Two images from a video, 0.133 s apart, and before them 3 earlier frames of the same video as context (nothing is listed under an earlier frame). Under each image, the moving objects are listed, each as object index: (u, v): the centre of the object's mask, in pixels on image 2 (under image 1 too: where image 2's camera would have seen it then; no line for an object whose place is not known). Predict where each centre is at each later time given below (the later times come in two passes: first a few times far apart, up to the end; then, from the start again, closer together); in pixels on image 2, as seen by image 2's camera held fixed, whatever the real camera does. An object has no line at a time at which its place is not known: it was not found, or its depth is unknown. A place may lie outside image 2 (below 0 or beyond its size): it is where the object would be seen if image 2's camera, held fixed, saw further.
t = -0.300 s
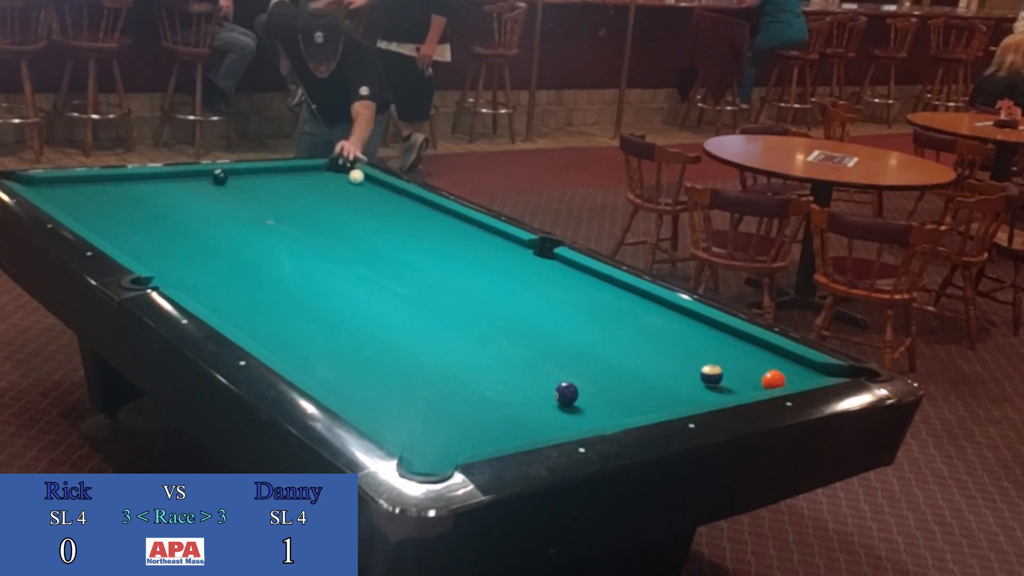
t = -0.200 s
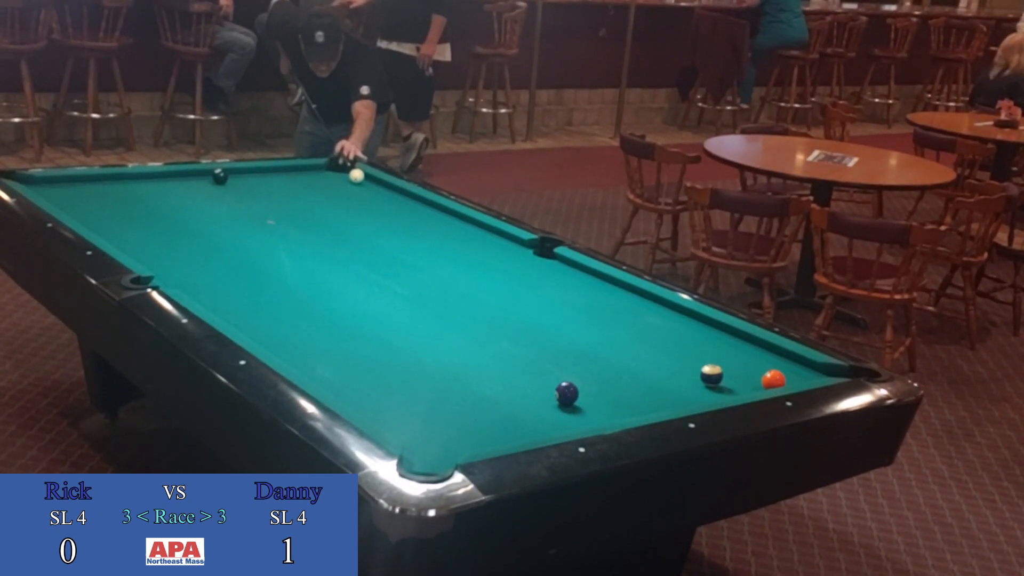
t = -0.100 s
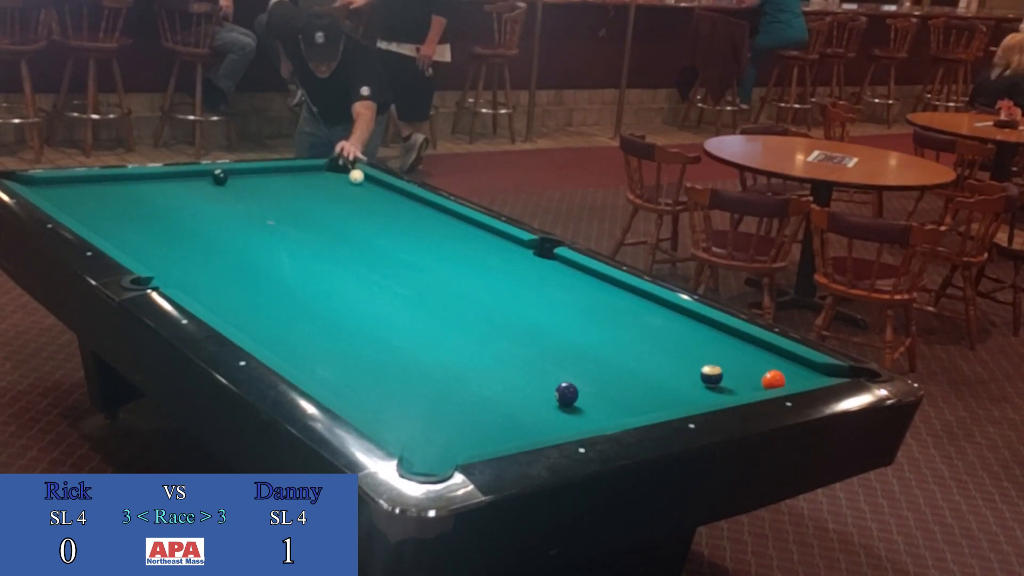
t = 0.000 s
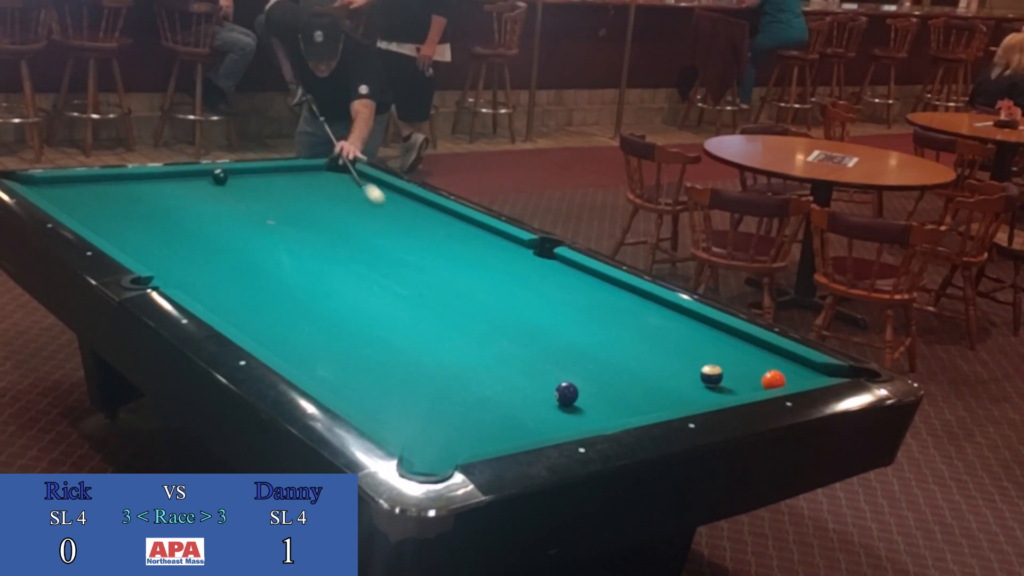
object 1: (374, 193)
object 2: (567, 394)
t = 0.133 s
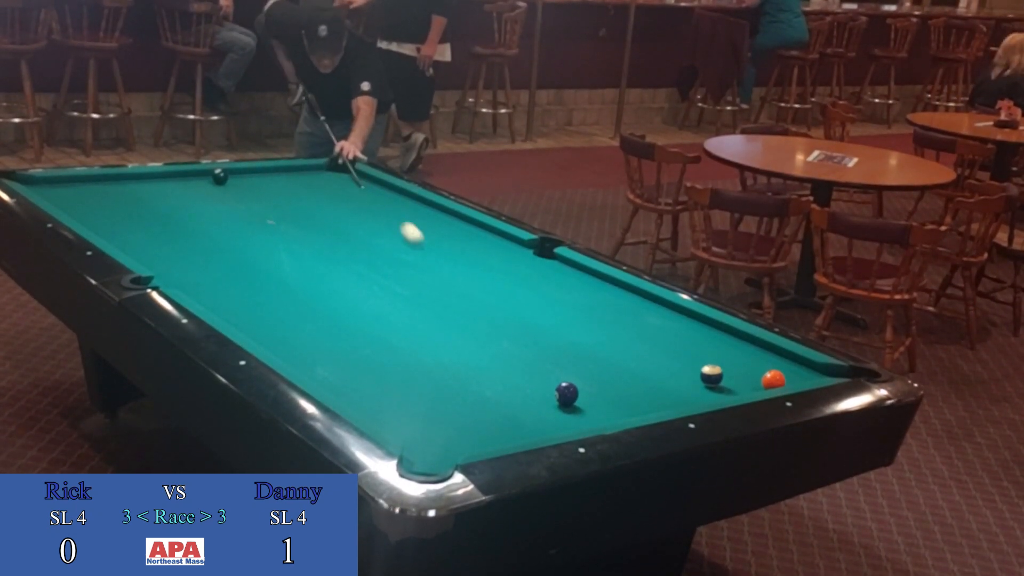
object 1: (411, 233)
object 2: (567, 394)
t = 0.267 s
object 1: (454, 278)
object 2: (567, 394)
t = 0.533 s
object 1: (552, 383)
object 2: (568, 395)
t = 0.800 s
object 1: (536, 382)
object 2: (507, 402)
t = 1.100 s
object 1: (513, 359)
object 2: (388, 397)
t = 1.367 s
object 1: (496, 343)
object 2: (352, 386)
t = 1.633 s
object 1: (481, 328)
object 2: (375, 368)
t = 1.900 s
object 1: (467, 314)
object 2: (395, 353)
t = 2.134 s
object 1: (456, 304)
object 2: (411, 341)
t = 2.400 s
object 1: (444, 293)
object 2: (426, 329)
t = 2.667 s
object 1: (434, 283)
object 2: (441, 318)
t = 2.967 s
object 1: (423, 274)
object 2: (455, 308)
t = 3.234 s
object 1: (415, 266)
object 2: (466, 299)
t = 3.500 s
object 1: (407, 259)
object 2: (477, 292)
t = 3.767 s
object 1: (400, 252)
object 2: (486, 285)
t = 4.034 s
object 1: (395, 247)
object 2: (494, 279)
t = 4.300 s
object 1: (389, 242)
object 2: (501, 274)
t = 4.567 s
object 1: (385, 237)
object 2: (507, 269)
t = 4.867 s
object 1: (379, 233)
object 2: (513, 265)
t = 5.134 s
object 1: (375, 230)
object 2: (517, 262)
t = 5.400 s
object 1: (371, 228)
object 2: (521, 258)
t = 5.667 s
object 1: (368, 226)
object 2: (524, 256)
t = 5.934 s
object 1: (365, 224)
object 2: (527, 254)
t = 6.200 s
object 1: (363, 223)
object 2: (529, 252)
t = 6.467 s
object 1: (362, 222)
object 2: (530, 251)
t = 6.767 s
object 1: (363, 222)
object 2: (530, 251)
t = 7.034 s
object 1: (363, 222)
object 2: (530, 251)
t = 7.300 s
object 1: (363, 222)
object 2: (530, 251)
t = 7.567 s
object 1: (363, 222)
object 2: (530, 251)
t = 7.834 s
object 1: (363, 222)
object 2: (530, 250)
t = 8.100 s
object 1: (363, 222)
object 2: (530, 250)
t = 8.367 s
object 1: (363, 222)
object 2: (530, 250)
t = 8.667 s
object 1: (363, 223)
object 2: (530, 250)
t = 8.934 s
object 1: (363, 222)
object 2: (530, 250)
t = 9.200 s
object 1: (363, 222)
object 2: (530, 250)
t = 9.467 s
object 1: (363, 222)
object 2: (530, 250)
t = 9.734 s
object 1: (363, 222)
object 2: (530, 250)
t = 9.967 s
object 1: (363, 222)
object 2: (530, 250)
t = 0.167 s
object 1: (422, 244)
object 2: (567, 394)
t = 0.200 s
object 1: (432, 255)
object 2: (567, 394)
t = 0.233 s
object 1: (443, 266)
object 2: (567, 394)
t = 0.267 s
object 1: (454, 278)
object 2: (567, 394)
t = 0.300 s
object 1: (466, 290)
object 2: (567, 394)
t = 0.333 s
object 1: (478, 303)
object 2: (566, 394)
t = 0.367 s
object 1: (491, 317)
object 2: (567, 394)
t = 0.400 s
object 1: (503, 329)
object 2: (567, 394)
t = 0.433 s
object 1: (516, 342)
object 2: (567, 394)
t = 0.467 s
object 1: (530, 358)
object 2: (567, 394)
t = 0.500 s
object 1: (544, 372)
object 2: (566, 394)
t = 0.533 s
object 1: (552, 383)
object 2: (568, 395)
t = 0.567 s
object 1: (551, 385)
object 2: (588, 411)
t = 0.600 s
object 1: (549, 387)
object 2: (599, 417)
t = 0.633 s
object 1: (547, 388)
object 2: (583, 415)
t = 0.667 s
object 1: (545, 389)
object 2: (564, 410)
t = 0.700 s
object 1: (544, 387)
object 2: (548, 404)
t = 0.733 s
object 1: (542, 385)
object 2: (536, 402)
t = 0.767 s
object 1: (538, 385)
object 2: (520, 403)
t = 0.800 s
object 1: (536, 382)
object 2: (507, 402)
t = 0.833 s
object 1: (533, 379)
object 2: (494, 401)
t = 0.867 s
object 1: (530, 376)
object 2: (480, 401)
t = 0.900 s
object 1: (528, 373)
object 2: (467, 400)
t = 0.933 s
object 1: (525, 371)
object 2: (454, 400)
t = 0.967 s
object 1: (523, 369)
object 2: (441, 399)
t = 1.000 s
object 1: (521, 367)
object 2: (428, 398)
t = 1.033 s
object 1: (518, 364)
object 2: (414, 398)
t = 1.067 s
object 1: (516, 362)
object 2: (401, 398)
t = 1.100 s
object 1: (513, 359)
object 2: (388, 397)
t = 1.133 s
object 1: (511, 358)
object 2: (375, 397)
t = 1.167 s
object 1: (509, 355)
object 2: (362, 397)
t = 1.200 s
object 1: (507, 353)
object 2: (349, 394)
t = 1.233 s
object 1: (504, 351)
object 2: (342, 392)
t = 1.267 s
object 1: (502, 349)
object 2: (344, 391)
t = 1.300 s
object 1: (501, 347)
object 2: (347, 390)
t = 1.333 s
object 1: (498, 345)
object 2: (349, 388)
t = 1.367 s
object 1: (496, 343)
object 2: (352, 386)
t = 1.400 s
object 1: (494, 341)
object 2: (355, 384)
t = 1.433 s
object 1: (492, 339)
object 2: (358, 381)
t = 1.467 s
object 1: (490, 337)
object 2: (361, 379)
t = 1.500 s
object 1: (488, 335)
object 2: (364, 377)
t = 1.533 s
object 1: (487, 333)
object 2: (367, 375)
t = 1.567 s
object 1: (484, 331)
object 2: (370, 372)
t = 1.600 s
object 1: (483, 330)
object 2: (372, 370)
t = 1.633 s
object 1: (481, 328)
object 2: (375, 368)
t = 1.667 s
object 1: (479, 326)
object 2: (378, 367)
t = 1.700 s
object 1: (477, 324)
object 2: (380, 364)
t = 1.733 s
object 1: (475, 323)
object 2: (383, 362)
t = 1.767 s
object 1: (474, 321)
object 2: (385, 361)
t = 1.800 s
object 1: (472, 319)
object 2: (388, 359)
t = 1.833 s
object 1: (470, 318)
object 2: (390, 357)
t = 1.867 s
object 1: (468, 316)
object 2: (393, 355)
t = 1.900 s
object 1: (467, 314)
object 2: (395, 353)
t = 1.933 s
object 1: (465, 313)
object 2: (397, 351)
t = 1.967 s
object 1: (464, 311)
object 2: (399, 350)
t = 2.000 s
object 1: (462, 310)
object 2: (402, 348)
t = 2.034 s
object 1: (461, 308)
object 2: (404, 346)
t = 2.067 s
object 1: (459, 307)
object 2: (406, 345)
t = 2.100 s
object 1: (457, 305)
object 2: (408, 343)
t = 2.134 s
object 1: (456, 304)
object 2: (411, 341)
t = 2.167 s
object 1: (455, 302)
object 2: (413, 340)
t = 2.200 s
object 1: (453, 301)
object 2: (415, 338)
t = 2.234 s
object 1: (451, 300)
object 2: (417, 337)
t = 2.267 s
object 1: (450, 298)
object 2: (419, 335)
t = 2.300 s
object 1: (449, 297)
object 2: (421, 334)
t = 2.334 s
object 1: (447, 296)
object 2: (423, 332)
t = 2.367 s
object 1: (446, 294)
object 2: (425, 331)
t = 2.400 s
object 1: (444, 293)
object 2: (426, 329)
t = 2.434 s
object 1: (443, 292)
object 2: (428, 328)
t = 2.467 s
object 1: (442, 290)
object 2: (430, 327)
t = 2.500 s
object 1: (440, 289)
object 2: (432, 326)
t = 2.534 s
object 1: (439, 288)
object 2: (434, 324)
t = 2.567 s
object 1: (438, 287)
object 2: (436, 323)
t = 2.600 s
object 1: (436, 286)
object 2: (437, 321)
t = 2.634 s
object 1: (435, 284)
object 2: (439, 320)
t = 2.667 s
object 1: (434, 283)
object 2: (441, 318)
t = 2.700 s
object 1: (433, 282)
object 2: (442, 317)
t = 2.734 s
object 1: (431, 281)
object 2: (444, 316)
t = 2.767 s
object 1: (430, 280)
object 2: (446, 315)
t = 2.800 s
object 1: (429, 279)
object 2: (447, 314)
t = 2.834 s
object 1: (428, 278)
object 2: (449, 313)
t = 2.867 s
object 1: (427, 277)
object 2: (451, 311)
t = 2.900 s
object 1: (425, 276)
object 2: (452, 310)
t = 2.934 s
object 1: (424, 275)
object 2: (454, 309)
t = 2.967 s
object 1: (423, 274)
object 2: (455, 308)
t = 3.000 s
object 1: (422, 272)
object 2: (457, 307)
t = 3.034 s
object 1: (421, 271)
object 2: (458, 306)
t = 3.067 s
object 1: (420, 271)
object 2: (460, 305)
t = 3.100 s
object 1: (419, 270)
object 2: (461, 304)
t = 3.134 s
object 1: (418, 269)
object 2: (462, 303)
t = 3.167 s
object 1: (417, 268)
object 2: (463, 302)
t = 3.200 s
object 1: (416, 267)
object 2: (465, 301)
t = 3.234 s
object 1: (415, 266)
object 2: (466, 299)
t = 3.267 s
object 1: (414, 265)
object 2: (467, 298)
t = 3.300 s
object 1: (413, 264)
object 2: (469, 297)
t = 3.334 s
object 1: (412, 263)
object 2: (470, 297)
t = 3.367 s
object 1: (411, 262)
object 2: (471, 296)
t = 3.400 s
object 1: (410, 261)
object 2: (473, 295)
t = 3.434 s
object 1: (409, 260)
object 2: (474, 294)
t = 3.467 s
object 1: (408, 259)
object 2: (475, 293)
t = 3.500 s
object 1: (407, 259)
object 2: (477, 292)
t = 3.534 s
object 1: (406, 258)
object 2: (478, 291)
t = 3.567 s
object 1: (405, 257)
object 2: (479, 290)
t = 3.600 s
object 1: (405, 256)
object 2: (480, 290)
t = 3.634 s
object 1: (404, 256)
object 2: (481, 289)
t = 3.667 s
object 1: (403, 255)
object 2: (482, 288)
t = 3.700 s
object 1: (402, 254)
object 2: (483, 287)
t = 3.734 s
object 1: (401, 253)
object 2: (484, 286)
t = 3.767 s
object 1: (400, 252)
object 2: (486, 285)
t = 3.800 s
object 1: (400, 252)
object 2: (487, 284)
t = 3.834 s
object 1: (399, 251)
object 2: (488, 284)
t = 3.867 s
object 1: (398, 250)
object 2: (489, 283)
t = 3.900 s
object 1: (398, 250)
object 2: (490, 282)
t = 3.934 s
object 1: (397, 249)
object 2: (491, 282)
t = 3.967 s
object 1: (396, 248)
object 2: (492, 281)
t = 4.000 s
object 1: (395, 248)
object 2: (493, 280)
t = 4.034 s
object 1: (395, 247)
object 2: (494, 279)
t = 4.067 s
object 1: (394, 246)
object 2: (495, 279)
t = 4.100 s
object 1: (393, 245)
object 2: (496, 278)
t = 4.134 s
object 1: (392, 245)
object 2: (497, 277)
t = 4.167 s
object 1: (392, 244)
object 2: (498, 277)
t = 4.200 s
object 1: (391, 244)
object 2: (498, 276)
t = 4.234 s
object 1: (390, 243)
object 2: (499, 276)
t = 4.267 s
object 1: (390, 243)
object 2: (500, 275)
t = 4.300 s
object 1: (389, 242)
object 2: (501, 274)
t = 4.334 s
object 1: (389, 241)
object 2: (502, 273)
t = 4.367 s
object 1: (388, 241)
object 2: (502, 273)
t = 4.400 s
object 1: (387, 240)
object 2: (503, 272)
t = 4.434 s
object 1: (387, 240)
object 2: (504, 271)
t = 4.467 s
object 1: (386, 239)
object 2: (505, 271)
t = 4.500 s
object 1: (386, 239)
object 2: (506, 270)
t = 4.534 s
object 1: (385, 238)
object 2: (506, 270)
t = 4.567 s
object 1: (385, 237)
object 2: (507, 269)
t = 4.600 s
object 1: (384, 237)
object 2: (508, 269)
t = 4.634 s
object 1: (383, 236)
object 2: (509, 268)
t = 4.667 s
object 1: (383, 236)
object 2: (509, 268)
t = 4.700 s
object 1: (382, 236)
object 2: (510, 267)
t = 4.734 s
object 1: (382, 235)
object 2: (510, 267)
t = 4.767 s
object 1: (381, 235)
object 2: (511, 267)
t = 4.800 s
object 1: (380, 235)
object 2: (512, 266)
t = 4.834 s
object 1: (380, 234)
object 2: (513, 265)
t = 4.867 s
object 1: (379, 233)
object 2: (513, 265)
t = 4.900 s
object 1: (379, 233)
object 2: (514, 264)
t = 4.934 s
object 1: (378, 233)
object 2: (514, 264)
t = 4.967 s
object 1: (378, 232)
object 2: (515, 264)
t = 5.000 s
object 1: (377, 232)
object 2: (516, 263)
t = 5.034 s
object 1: (377, 231)
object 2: (516, 263)
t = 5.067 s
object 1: (376, 231)
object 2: (517, 262)
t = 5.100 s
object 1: (376, 230)
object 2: (517, 262)
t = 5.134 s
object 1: (375, 230)
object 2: (517, 262)
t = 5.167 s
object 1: (375, 230)
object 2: (518, 261)
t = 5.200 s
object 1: (374, 229)
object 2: (518, 261)
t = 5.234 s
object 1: (374, 229)
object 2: (519, 260)
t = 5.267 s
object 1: (373, 229)
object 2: (519, 260)
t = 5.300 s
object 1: (373, 229)
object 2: (520, 259)
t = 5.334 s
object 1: (372, 228)
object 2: (520, 259)
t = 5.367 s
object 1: (372, 228)
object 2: (521, 259)
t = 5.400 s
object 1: (371, 228)
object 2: (521, 258)
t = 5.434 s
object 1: (371, 227)
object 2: (522, 258)
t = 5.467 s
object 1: (370, 227)
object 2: (522, 258)
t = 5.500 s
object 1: (370, 227)
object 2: (522, 257)
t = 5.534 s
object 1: (369, 227)
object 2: (523, 257)
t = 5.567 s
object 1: (369, 226)
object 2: (523, 257)
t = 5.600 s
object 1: (369, 226)
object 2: (523, 257)
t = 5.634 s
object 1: (368, 226)
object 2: (524, 256)
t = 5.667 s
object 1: (368, 226)
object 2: (524, 256)
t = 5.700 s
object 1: (367, 226)
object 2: (525, 256)
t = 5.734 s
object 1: (367, 225)
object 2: (525, 255)
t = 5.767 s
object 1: (366, 225)
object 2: (526, 255)
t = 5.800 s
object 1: (366, 225)
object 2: (526, 255)
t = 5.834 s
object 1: (366, 225)
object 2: (526, 255)
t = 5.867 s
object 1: (365, 224)
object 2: (526, 255)
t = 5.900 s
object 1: (365, 224)
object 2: (526, 254)
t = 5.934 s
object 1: (365, 224)
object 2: (527, 254)
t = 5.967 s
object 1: (365, 224)
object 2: (527, 254)
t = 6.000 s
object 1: (364, 224)
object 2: (527, 254)
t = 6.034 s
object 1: (364, 223)
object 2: (527, 253)
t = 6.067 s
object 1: (364, 223)
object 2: (528, 253)
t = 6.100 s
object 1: (363, 223)
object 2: (528, 253)
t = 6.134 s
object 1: (363, 223)
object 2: (528, 252)
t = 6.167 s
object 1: (363, 223)
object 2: (529, 252)
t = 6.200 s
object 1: (363, 223)
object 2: (529, 252)
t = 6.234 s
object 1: (363, 223)
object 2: (529, 252)
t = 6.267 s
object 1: (363, 223)
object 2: (529, 252)
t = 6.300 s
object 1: (363, 223)
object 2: (529, 252)
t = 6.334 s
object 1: (362, 223)
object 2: (529, 252)
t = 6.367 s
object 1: (362, 222)
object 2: (529, 252)
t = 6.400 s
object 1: (362, 222)
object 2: (530, 251)
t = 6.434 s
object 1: (362, 222)
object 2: (530, 251)
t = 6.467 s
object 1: (362, 222)
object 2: (530, 251)
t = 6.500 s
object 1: (362, 222)
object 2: (530, 251)
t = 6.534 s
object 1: (362, 222)
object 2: (530, 251)
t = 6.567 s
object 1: (363, 222)
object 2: (530, 251)
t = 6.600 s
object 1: (363, 222)
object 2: (530, 251)
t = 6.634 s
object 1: (363, 222)
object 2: (530, 251)
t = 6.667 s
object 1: (363, 222)
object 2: (530, 251)
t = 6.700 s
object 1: (363, 222)
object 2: (530, 251)
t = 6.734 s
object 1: (363, 222)
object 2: (530, 251)
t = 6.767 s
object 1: (363, 222)
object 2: (530, 251)
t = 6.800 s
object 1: (363, 222)
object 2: (530, 251)
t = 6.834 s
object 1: (363, 222)
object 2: (530, 251)
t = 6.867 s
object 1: (363, 222)
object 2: (530, 250)
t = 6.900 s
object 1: (363, 222)
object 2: (530, 250)
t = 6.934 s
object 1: (363, 222)
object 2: (530, 251)
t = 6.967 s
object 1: (363, 222)
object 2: (530, 251)
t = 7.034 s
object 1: (363, 222)
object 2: (530, 251)
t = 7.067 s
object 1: (363, 222)
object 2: (530, 251)
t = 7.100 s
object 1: (363, 222)
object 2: (530, 251)
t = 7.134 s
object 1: (363, 222)
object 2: (530, 251)
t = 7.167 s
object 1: (363, 222)
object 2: (530, 250)
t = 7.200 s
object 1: (363, 222)
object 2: (530, 250)
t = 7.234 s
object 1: (363, 222)
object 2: (530, 251)
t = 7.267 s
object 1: (363, 222)
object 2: (530, 251)
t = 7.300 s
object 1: (363, 222)
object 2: (530, 251)
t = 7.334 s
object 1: (363, 222)
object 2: (530, 250)
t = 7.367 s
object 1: (363, 222)
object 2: (530, 250)
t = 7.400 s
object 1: (363, 222)
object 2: (530, 250)
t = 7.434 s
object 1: (363, 222)
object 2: (530, 250)
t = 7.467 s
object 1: (363, 222)
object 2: (530, 251)
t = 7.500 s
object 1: (363, 222)
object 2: (530, 250)
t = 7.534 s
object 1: (363, 222)
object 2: (530, 251)
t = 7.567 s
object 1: (363, 222)
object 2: (530, 251)
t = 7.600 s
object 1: (363, 222)
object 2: (530, 250)
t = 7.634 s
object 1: (363, 222)
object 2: (530, 251)
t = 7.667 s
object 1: (363, 222)
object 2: (530, 251)
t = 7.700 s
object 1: (363, 222)
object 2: (530, 251)
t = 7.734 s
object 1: (363, 222)
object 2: (530, 251)
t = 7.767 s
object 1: (363, 222)
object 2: (530, 250)
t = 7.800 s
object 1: (363, 222)
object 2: (530, 251)
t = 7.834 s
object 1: (363, 222)
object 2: (530, 250)
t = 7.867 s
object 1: (363, 222)
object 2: (530, 250)
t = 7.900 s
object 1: (363, 222)
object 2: (530, 250)
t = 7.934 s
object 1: (363, 222)
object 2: (530, 250)
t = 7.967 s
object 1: (363, 222)
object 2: (530, 250)
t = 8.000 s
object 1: (363, 222)
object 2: (530, 250)
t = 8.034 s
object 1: (363, 222)
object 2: (530, 250)
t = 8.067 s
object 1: (363, 222)
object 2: (530, 250)
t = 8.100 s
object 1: (363, 222)
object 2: (530, 250)
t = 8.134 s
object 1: (363, 222)
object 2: (530, 250)
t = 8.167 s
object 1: (363, 222)
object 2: (530, 250)
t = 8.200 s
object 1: (363, 222)
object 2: (530, 250)
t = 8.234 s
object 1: (363, 222)
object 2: (530, 250)
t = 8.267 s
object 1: (363, 222)
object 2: (530, 250)
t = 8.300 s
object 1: (363, 222)
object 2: (530, 250)
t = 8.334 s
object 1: (363, 222)
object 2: (530, 250)
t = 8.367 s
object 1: (363, 222)
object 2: (530, 250)
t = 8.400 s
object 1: (363, 222)
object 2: (530, 250)
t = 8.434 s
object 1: (363, 222)
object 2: (530, 250)
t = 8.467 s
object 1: (363, 222)
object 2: (530, 250)
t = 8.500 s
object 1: (363, 222)
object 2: (530, 250)
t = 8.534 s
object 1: (363, 222)
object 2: (530, 250)
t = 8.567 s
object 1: (363, 222)
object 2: (530, 250)
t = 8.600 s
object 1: (363, 222)
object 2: (530, 250)
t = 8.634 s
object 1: (363, 222)
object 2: (530, 250)
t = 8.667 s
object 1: (363, 223)
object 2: (530, 250)
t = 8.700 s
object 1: (363, 222)
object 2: (530, 250)
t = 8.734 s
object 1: (363, 222)
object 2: (530, 250)
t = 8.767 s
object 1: (363, 222)
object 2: (530, 250)
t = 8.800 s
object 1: (363, 222)
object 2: (530, 250)
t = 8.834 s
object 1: (363, 222)
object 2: (530, 250)
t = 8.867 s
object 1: (363, 222)
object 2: (530, 250)
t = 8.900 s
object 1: (363, 222)
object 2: (530, 250)
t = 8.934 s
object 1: (363, 222)
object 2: (530, 250)
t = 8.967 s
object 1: (363, 222)
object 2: (530, 250)
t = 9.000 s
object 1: (363, 222)
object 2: (530, 250)
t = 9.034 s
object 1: (363, 222)
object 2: (530, 250)
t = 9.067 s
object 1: (363, 222)
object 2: (530, 250)
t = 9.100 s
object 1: (363, 222)
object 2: (530, 250)
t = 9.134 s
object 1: (363, 222)
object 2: (530, 250)
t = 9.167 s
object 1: (363, 222)
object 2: (530, 250)
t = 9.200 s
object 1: (363, 222)
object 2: (530, 250)
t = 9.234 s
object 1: (363, 222)
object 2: (530, 250)
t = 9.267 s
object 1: (363, 222)
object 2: (530, 250)
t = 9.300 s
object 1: (363, 222)
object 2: (530, 250)
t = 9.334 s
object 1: (363, 222)
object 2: (530, 250)
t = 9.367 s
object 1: (363, 222)
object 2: (530, 250)
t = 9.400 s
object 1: (363, 222)
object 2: (530, 250)
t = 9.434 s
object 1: (363, 222)
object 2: (530, 250)
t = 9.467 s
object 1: (363, 222)
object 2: (530, 250)
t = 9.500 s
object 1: (363, 222)
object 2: (530, 250)
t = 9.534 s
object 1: (363, 222)
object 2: (530, 250)
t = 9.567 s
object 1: (363, 222)
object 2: (530, 250)
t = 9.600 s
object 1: (363, 222)
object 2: (530, 250)
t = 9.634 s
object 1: (363, 222)
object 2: (530, 250)
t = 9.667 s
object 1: (363, 222)
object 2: (530, 250)
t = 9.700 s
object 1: (363, 222)
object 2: (530, 250)
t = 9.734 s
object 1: (363, 222)
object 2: (530, 250)
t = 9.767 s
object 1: (363, 222)
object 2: (530, 250)
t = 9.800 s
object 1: (363, 222)
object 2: (530, 250)
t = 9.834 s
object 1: (363, 222)
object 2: (530, 250)
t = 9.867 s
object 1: (363, 222)
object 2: (530, 250)
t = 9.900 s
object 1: (363, 222)
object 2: (530, 250)
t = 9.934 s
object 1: (363, 222)
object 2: (530, 250)
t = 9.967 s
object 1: (363, 222)
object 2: (530, 250)
